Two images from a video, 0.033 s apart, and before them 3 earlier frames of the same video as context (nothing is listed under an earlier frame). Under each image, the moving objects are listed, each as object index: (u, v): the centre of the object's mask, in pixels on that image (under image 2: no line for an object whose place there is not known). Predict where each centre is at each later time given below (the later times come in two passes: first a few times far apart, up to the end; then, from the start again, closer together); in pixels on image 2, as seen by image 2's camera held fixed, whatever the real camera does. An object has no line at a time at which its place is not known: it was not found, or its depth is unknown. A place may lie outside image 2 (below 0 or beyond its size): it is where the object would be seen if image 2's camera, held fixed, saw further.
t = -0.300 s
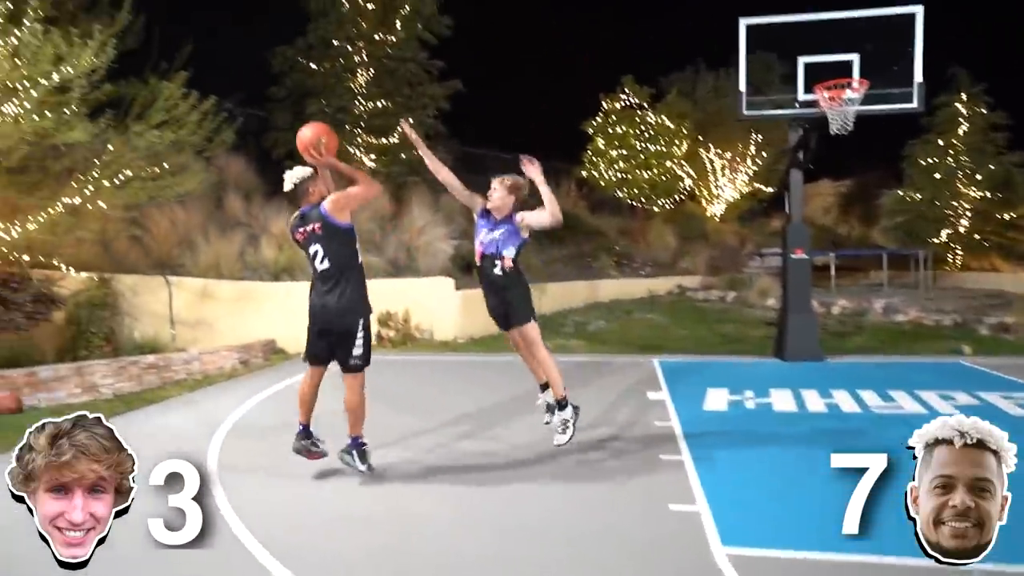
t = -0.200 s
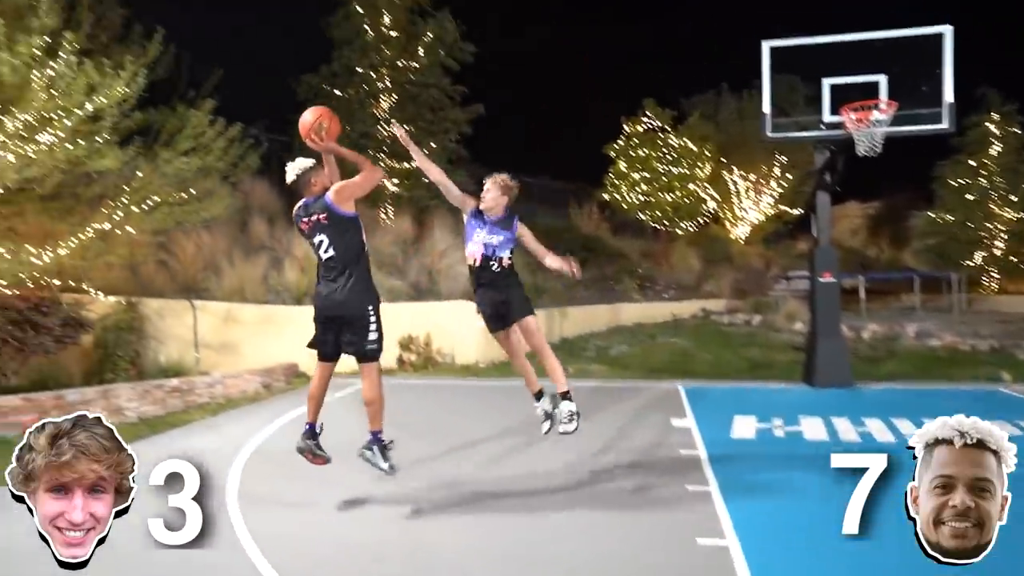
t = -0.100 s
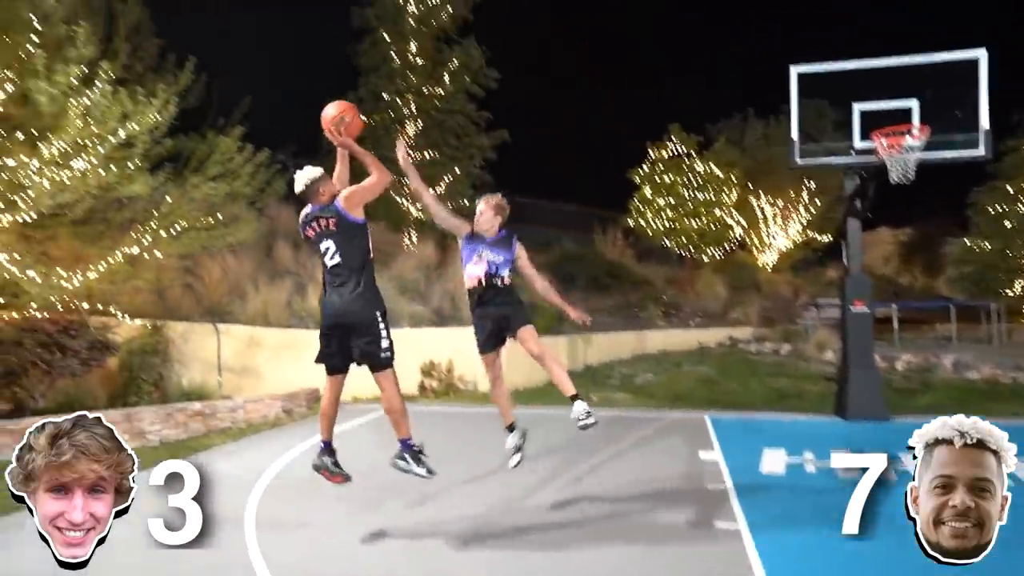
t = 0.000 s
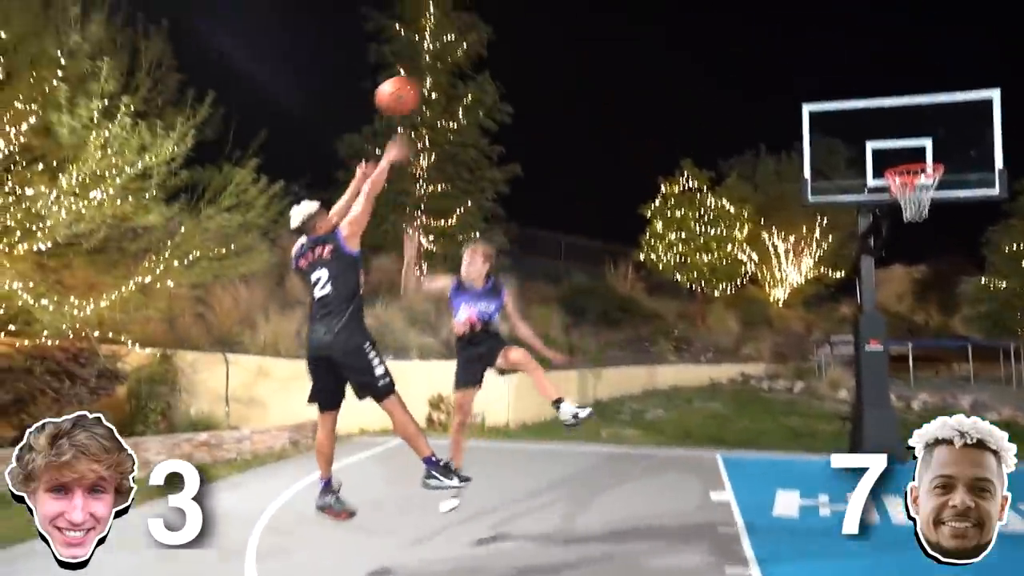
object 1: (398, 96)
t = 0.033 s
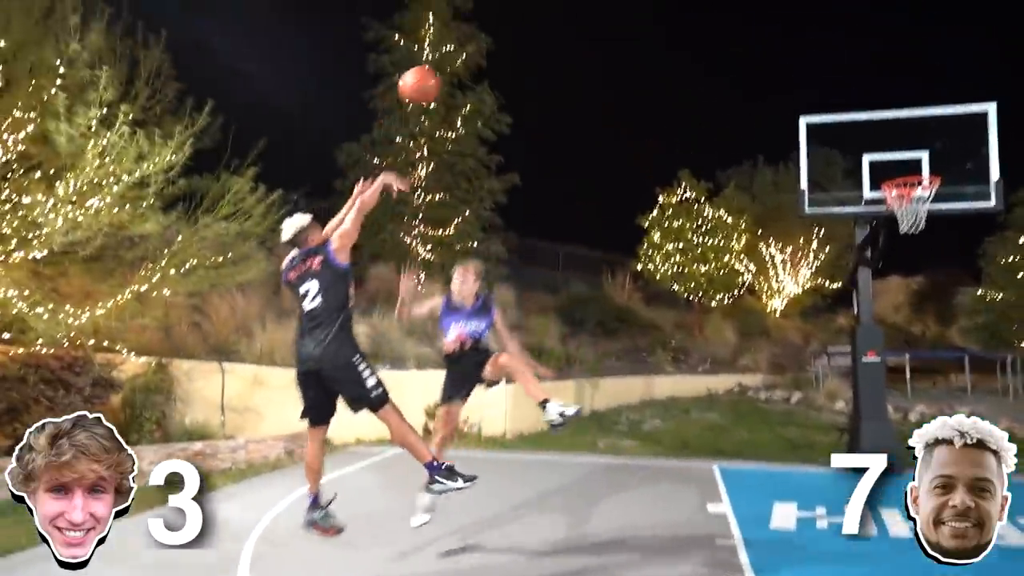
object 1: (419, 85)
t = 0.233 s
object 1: (541, 9)
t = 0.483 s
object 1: (657, -7)
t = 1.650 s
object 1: (687, 314)
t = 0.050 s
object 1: (430, 76)
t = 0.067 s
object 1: (442, 68)
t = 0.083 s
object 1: (453, 60)
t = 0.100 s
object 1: (464, 52)
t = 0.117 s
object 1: (474, 45)
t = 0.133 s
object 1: (484, 38)
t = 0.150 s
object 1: (494, 32)
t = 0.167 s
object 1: (504, 26)
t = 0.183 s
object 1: (513, 21)
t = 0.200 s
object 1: (523, 17)
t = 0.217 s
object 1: (532, 13)
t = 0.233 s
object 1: (541, 9)
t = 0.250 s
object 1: (550, 5)
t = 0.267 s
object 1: (559, 3)
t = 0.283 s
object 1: (567, 0)
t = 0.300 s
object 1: (575, -3)
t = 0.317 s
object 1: (583, -5)
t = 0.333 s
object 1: (592, -7)
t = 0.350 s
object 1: (599, -8)
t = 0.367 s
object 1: (606, -9)
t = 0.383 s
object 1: (614, -10)
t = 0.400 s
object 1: (621, -10)
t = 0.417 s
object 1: (628, -10)
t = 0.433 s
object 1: (636, -10)
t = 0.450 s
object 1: (643, -9)
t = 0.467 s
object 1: (650, -8)
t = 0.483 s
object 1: (657, -7)
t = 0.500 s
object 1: (664, -6)
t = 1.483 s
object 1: (730, 244)
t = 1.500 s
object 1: (724, 249)
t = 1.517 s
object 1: (720, 255)
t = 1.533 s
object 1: (716, 262)
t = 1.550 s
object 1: (712, 268)
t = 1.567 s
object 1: (707, 277)
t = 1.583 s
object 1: (702, 284)
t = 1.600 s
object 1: (700, 289)
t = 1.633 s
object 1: (693, 304)
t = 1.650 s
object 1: (687, 314)
